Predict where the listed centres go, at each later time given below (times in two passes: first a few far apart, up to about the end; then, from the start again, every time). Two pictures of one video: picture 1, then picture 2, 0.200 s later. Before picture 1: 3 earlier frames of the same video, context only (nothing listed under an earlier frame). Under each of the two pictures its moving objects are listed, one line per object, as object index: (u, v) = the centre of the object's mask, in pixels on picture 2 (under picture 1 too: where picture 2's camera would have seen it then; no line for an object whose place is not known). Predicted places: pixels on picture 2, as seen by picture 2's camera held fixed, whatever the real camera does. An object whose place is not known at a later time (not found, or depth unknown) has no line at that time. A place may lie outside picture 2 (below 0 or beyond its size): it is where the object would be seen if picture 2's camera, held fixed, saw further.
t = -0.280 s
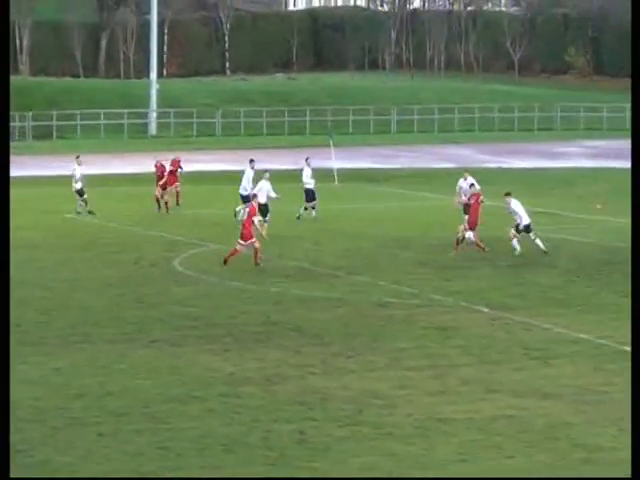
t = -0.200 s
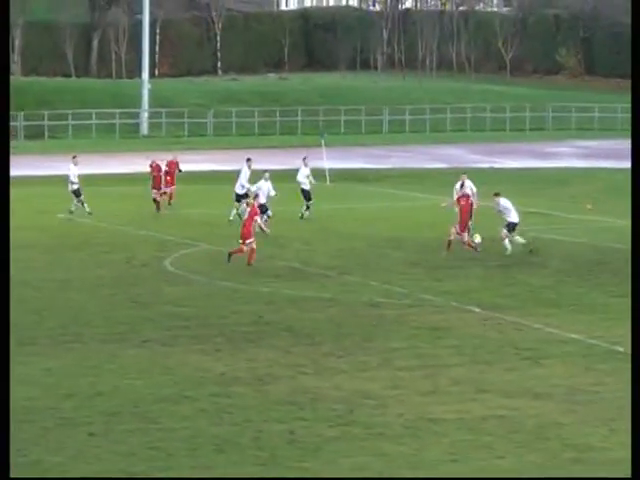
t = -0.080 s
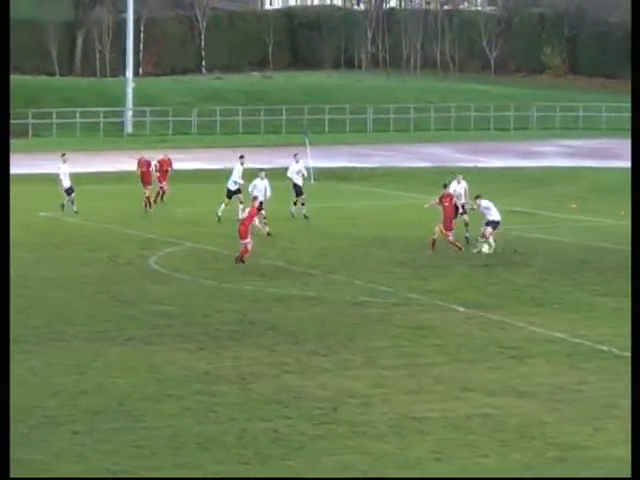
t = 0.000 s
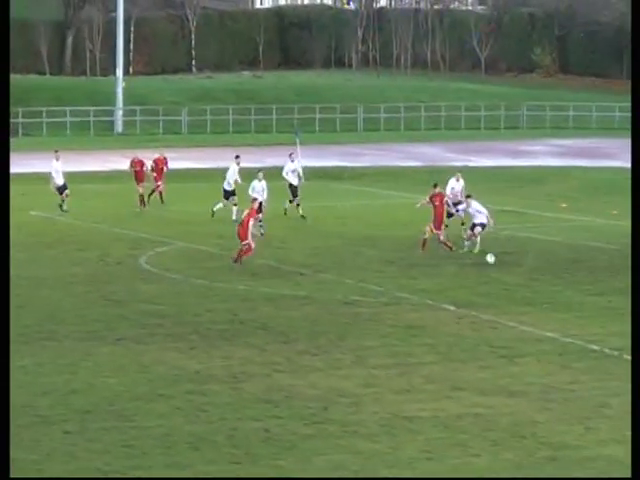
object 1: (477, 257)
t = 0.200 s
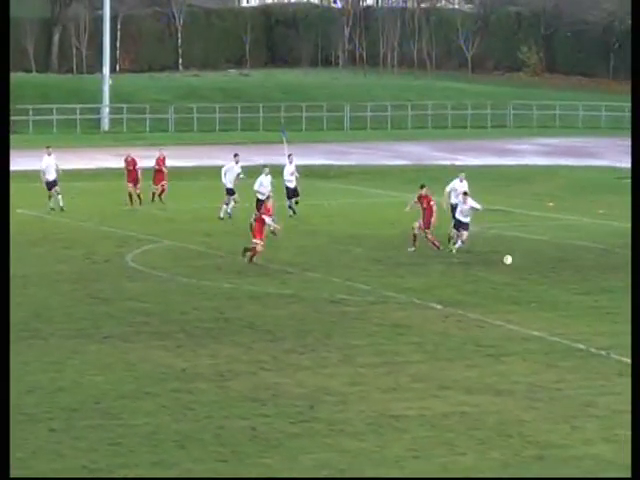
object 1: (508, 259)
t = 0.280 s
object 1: (520, 265)
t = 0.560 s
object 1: (558, 269)
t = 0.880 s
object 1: (599, 274)
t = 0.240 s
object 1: (514, 261)
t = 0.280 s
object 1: (520, 265)
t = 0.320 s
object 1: (526, 266)
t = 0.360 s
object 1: (532, 266)
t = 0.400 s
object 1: (536, 266)
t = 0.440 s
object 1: (542, 267)
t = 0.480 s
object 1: (547, 268)
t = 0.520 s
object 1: (553, 270)
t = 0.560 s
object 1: (558, 269)
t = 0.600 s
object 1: (564, 269)
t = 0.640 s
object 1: (569, 271)
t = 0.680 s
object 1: (574, 272)
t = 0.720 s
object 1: (580, 273)
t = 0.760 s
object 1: (585, 272)
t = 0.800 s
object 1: (590, 271)
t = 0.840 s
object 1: (595, 272)
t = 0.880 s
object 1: (599, 274)
